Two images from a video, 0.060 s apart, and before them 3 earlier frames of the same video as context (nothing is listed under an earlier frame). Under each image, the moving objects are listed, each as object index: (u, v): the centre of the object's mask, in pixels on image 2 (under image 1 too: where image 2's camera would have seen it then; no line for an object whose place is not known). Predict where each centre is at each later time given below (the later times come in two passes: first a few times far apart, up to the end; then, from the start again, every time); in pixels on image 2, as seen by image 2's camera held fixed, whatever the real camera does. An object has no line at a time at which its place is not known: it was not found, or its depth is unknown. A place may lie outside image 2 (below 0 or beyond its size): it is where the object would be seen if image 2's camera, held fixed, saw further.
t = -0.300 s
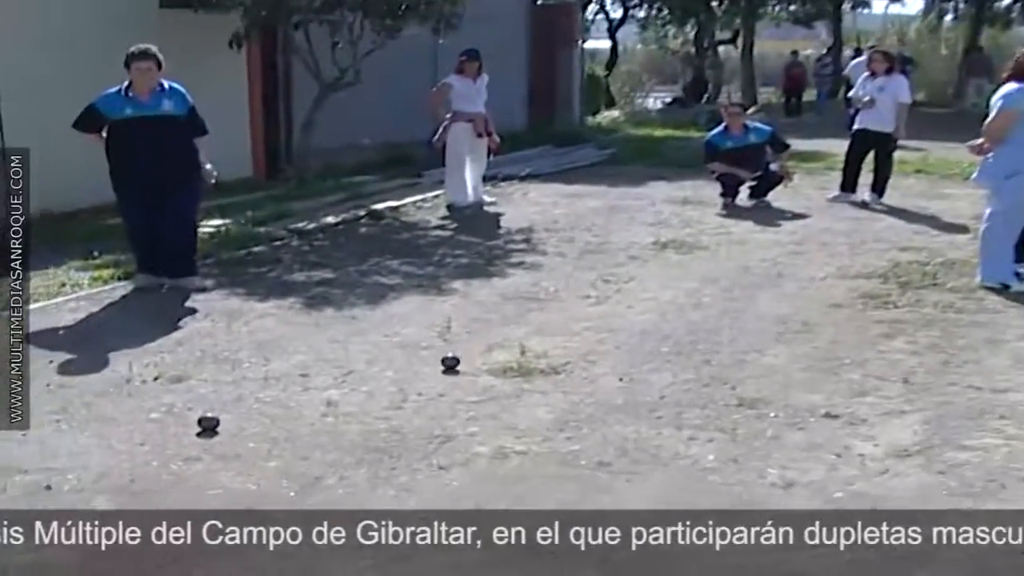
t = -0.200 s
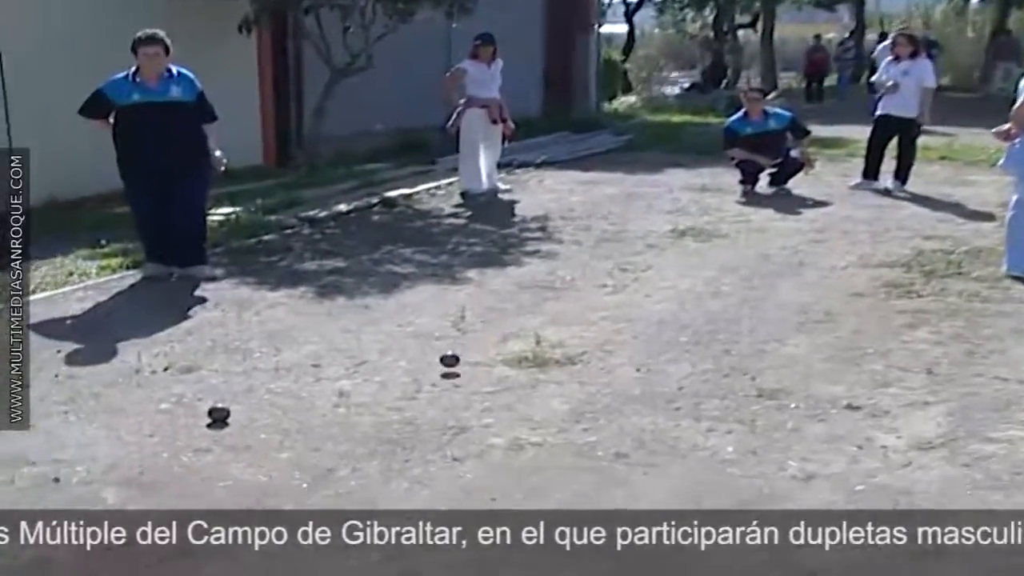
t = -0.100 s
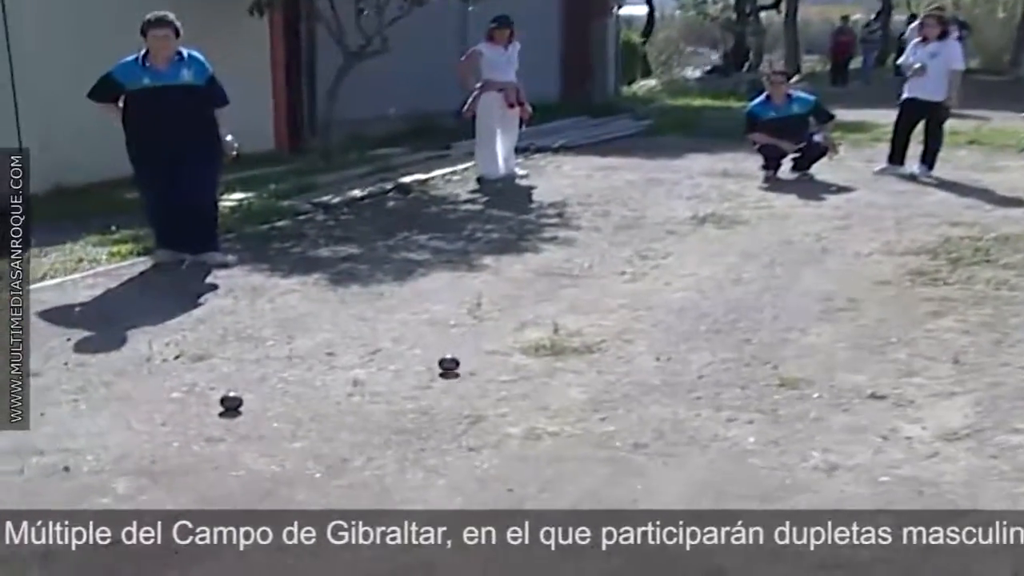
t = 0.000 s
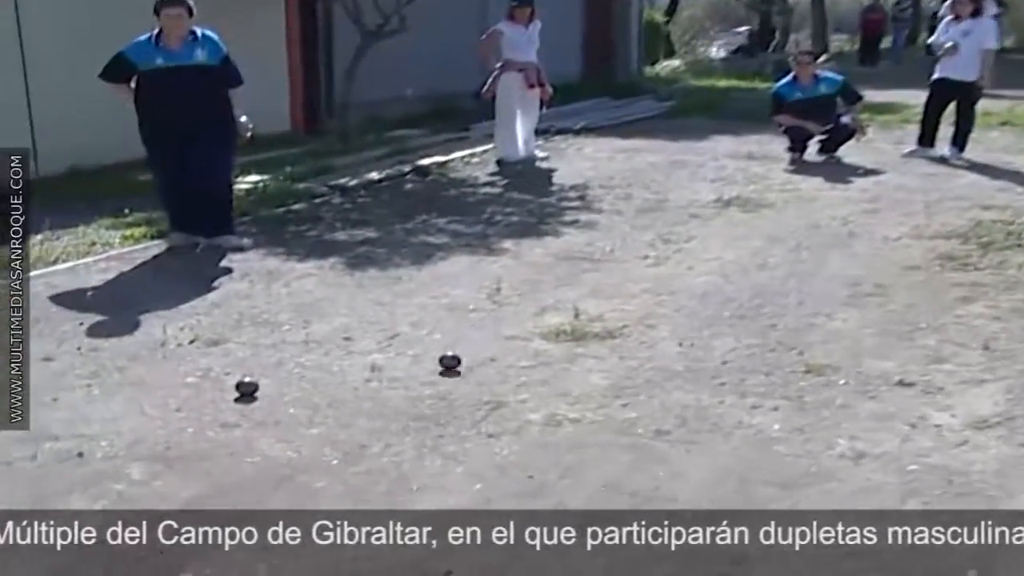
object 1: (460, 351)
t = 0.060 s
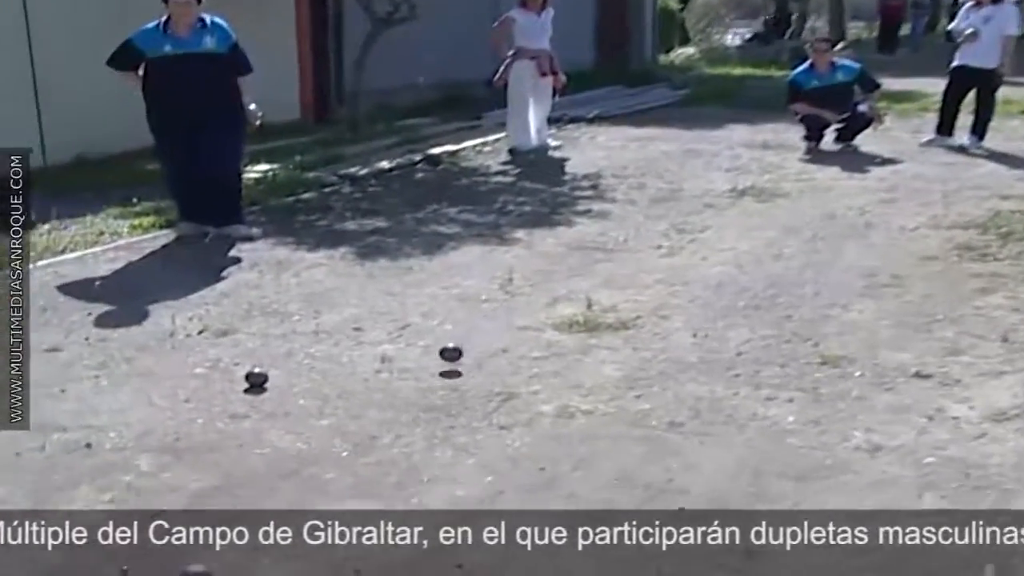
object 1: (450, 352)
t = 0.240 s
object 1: (417, 381)
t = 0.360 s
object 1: (391, 396)
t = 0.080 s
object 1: (446, 354)
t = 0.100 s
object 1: (443, 356)
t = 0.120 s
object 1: (439, 360)
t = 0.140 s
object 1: (435, 364)
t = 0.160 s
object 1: (432, 369)
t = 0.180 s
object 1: (428, 373)
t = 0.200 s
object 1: (424, 375)
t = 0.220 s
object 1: (421, 378)
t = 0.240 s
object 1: (417, 381)
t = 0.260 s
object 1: (412, 383)
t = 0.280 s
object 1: (408, 386)
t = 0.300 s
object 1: (404, 388)
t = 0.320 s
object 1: (400, 391)
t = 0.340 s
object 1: (396, 393)
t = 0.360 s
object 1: (391, 396)
